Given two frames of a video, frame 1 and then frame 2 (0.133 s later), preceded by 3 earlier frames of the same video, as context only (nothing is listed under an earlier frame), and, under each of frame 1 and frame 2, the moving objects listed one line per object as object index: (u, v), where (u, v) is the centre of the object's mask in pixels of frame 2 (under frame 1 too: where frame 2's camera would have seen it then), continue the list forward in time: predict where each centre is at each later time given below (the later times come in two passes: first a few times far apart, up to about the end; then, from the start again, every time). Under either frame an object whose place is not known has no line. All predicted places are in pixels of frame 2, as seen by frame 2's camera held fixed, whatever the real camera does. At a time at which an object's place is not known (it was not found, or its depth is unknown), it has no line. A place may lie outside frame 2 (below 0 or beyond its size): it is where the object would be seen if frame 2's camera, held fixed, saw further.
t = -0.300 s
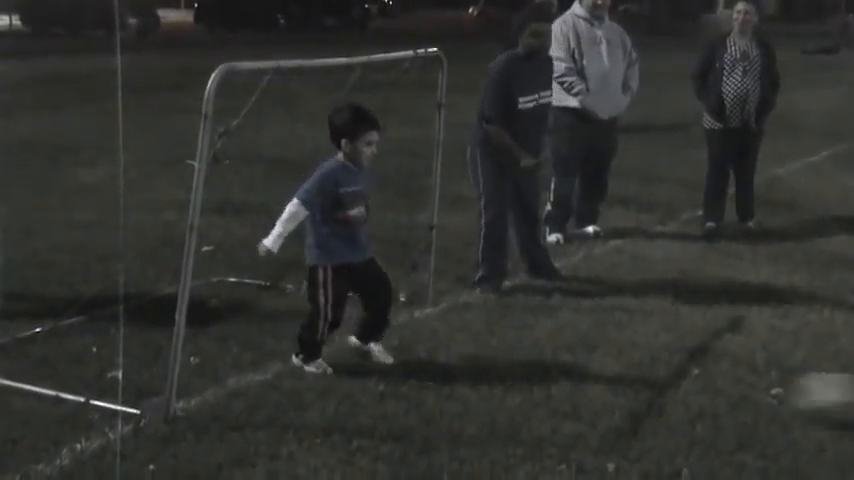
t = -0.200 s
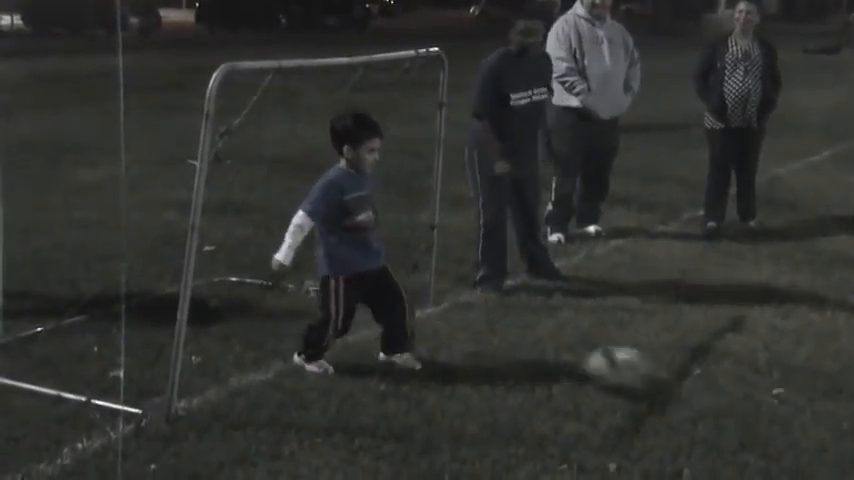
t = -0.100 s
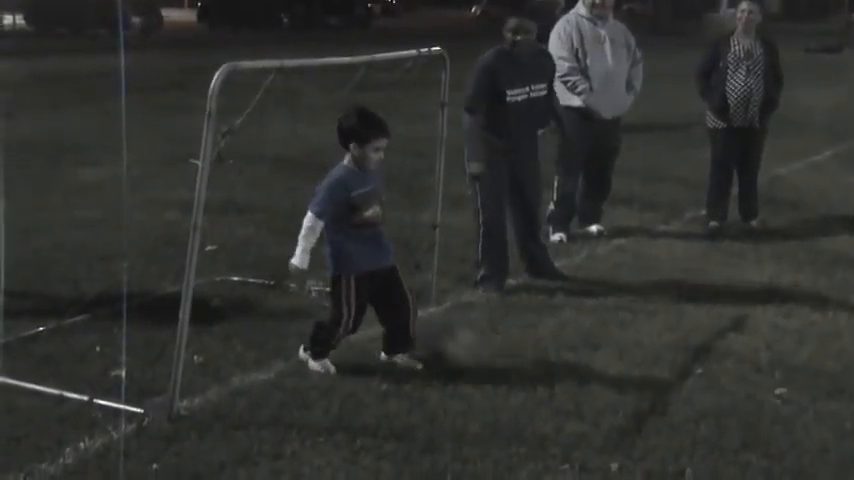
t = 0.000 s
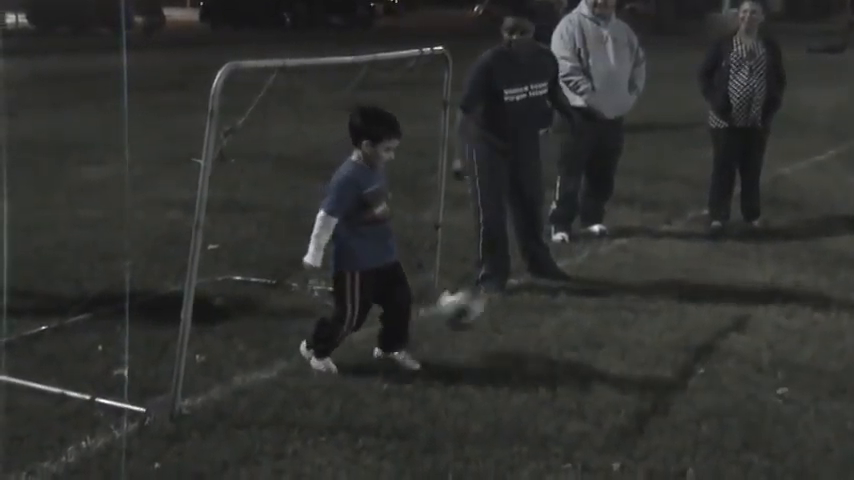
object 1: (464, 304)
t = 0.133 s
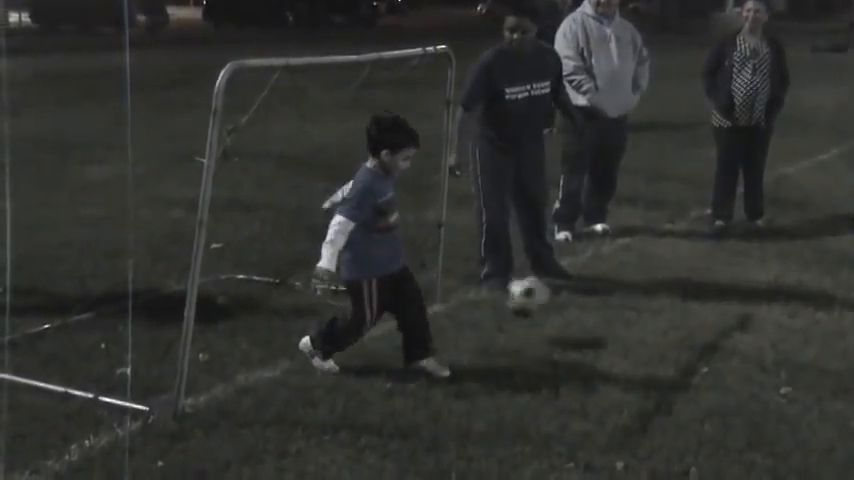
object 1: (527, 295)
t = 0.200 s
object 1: (555, 303)
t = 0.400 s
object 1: (603, 293)
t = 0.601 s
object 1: (628, 289)
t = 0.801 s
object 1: (645, 286)
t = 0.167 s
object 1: (542, 299)
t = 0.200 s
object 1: (555, 303)
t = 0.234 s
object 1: (570, 314)
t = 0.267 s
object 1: (579, 311)
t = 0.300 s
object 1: (585, 304)
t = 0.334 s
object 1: (592, 298)
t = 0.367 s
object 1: (598, 296)
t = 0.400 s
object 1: (603, 293)
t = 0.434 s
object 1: (610, 293)
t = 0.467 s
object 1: (615, 297)
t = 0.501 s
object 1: (619, 298)
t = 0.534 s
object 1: (622, 294)
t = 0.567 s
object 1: (624, 291)
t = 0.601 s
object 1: (628, 289)
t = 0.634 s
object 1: (630, 290)
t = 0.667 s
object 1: (632, 289)
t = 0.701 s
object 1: (636, 289)
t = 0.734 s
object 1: (638, 287)
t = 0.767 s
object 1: (642, 286)
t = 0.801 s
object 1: (645, 286)
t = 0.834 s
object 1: (647, 284)
